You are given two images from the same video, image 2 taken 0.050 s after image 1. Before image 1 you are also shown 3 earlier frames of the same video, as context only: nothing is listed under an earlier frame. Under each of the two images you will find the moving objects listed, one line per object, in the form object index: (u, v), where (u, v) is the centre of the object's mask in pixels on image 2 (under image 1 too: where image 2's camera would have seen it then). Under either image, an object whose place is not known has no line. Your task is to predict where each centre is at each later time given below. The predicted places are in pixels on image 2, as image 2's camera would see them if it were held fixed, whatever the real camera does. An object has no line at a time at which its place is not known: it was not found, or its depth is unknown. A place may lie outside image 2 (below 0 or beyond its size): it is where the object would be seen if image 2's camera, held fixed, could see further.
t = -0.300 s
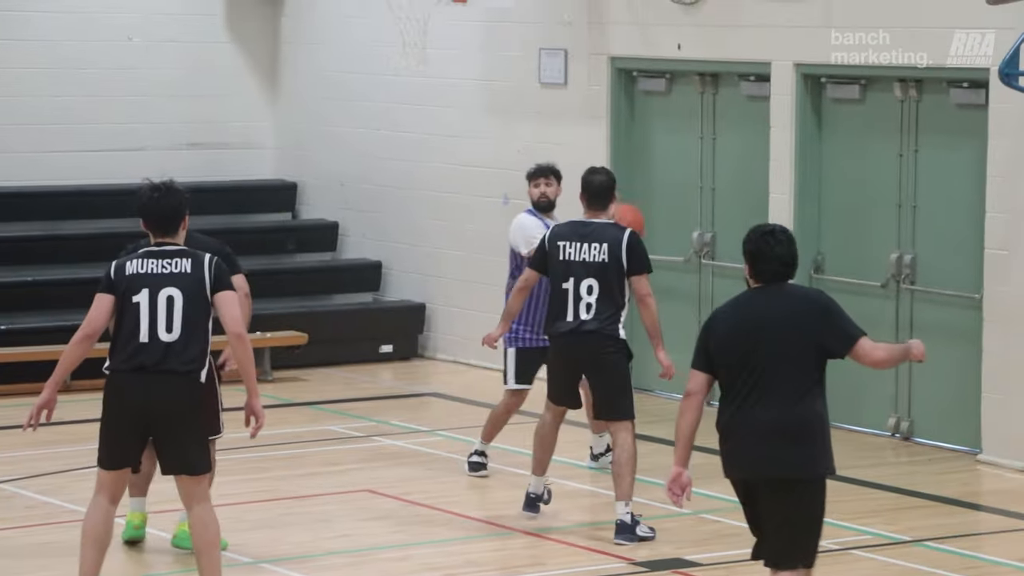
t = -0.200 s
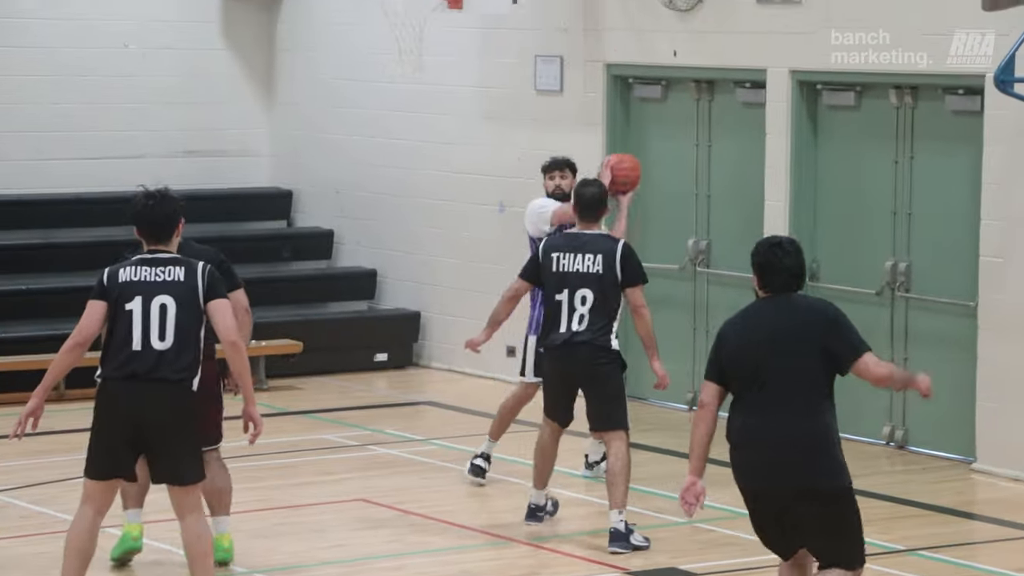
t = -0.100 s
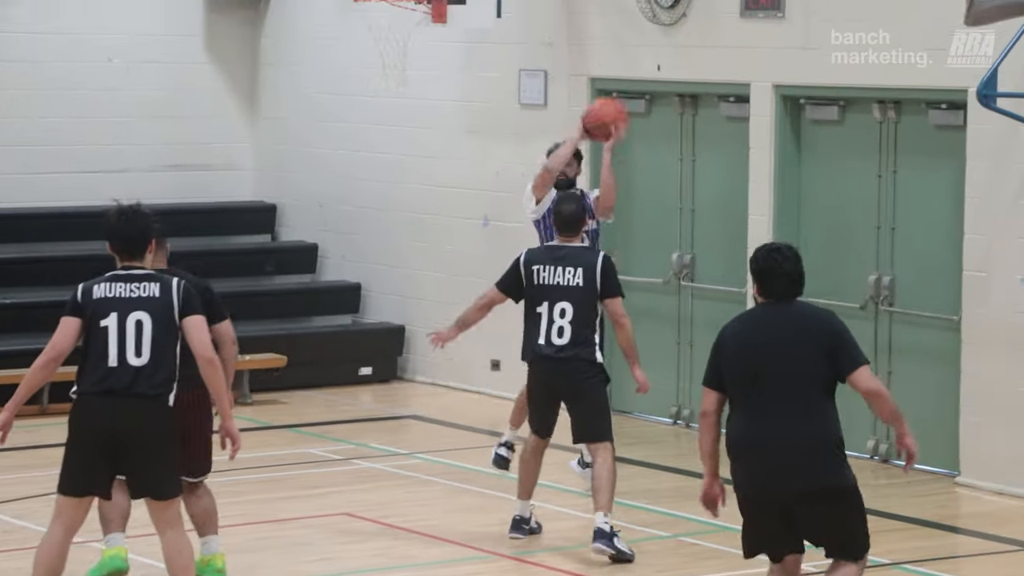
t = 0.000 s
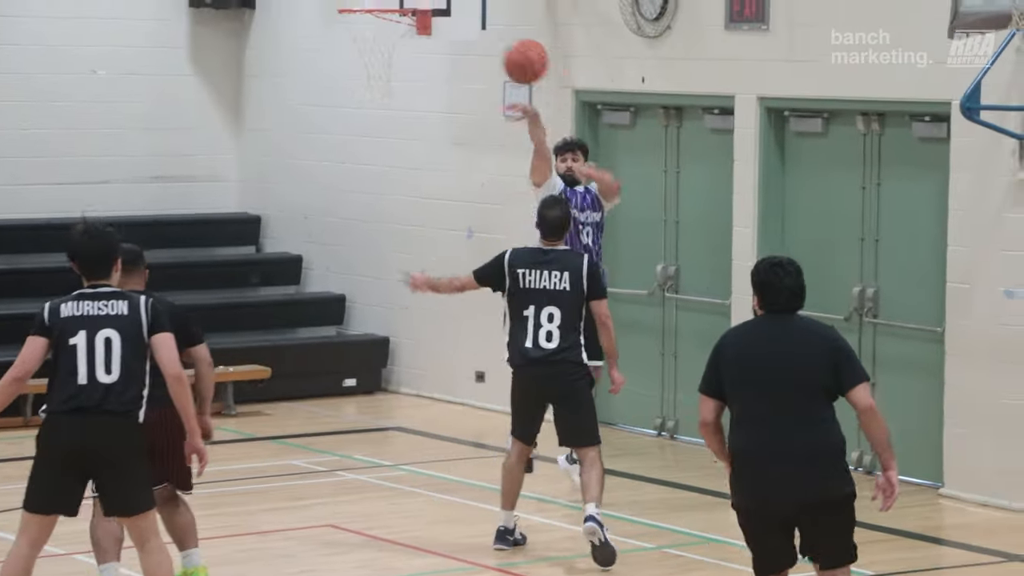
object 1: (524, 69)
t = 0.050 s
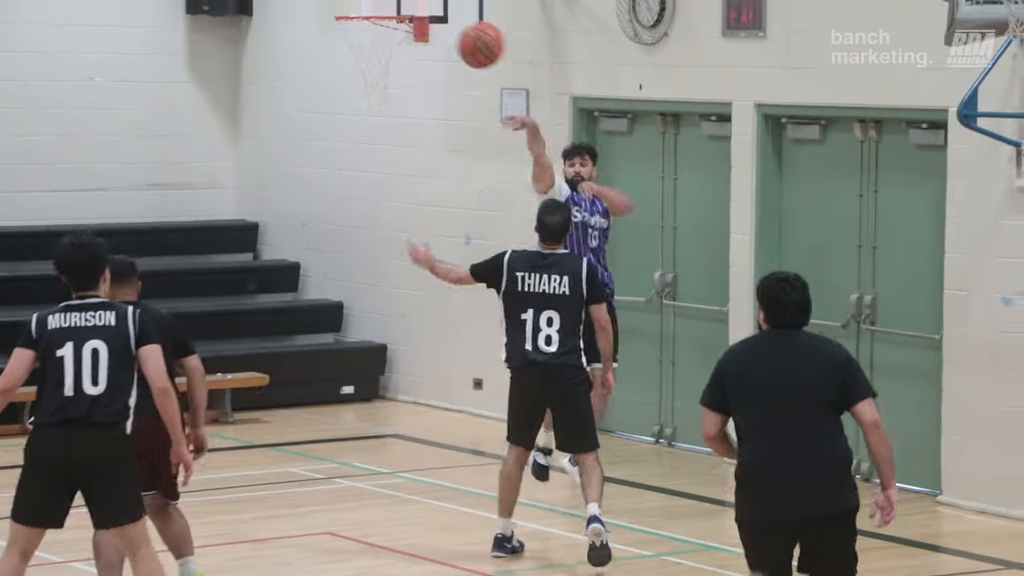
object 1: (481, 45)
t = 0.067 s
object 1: (466, 38)
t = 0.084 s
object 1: (452, 31)
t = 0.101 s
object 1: (435, 25)
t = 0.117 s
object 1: (420, 19)
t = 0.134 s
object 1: (404, 15)
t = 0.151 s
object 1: (388, 9)
